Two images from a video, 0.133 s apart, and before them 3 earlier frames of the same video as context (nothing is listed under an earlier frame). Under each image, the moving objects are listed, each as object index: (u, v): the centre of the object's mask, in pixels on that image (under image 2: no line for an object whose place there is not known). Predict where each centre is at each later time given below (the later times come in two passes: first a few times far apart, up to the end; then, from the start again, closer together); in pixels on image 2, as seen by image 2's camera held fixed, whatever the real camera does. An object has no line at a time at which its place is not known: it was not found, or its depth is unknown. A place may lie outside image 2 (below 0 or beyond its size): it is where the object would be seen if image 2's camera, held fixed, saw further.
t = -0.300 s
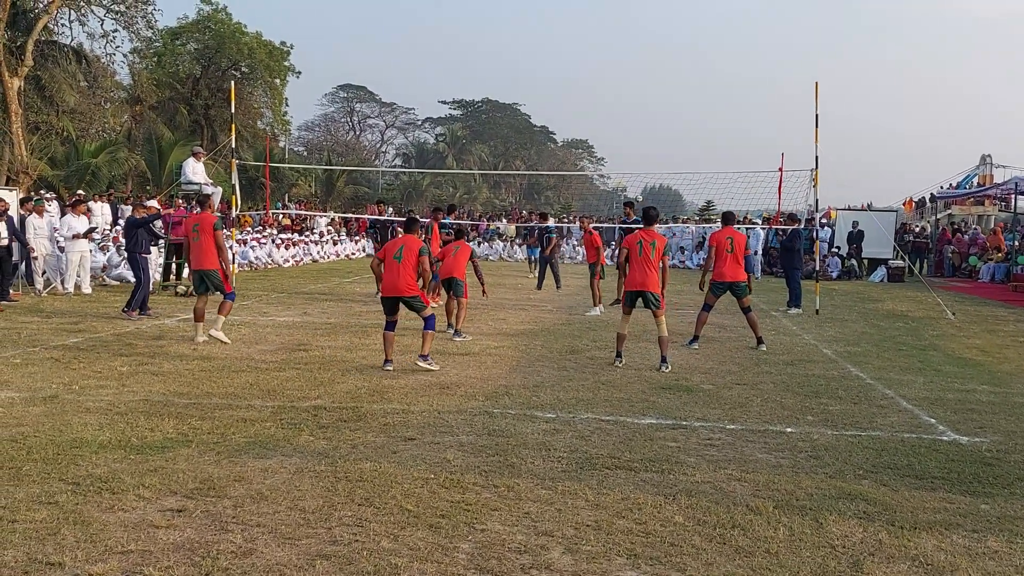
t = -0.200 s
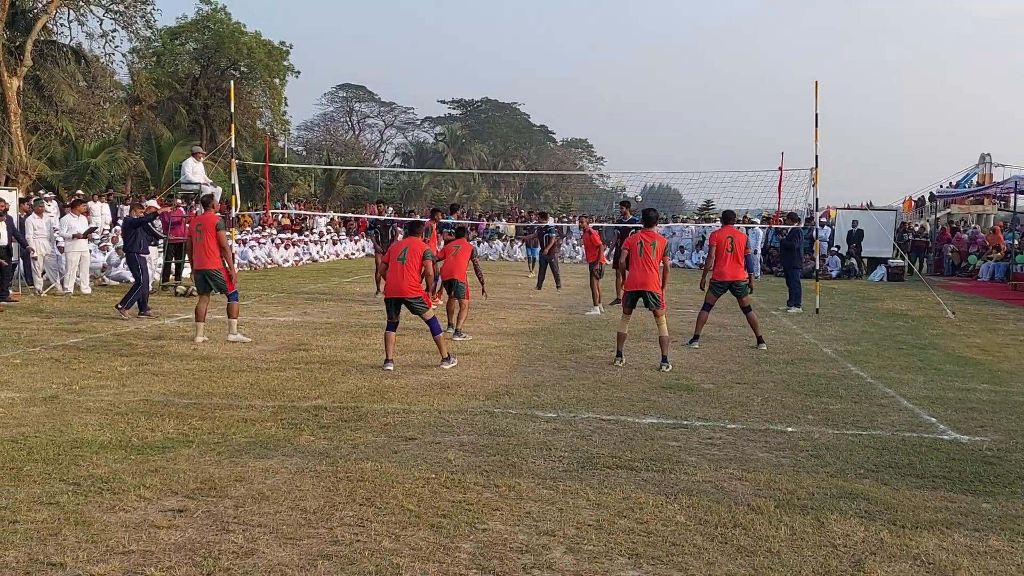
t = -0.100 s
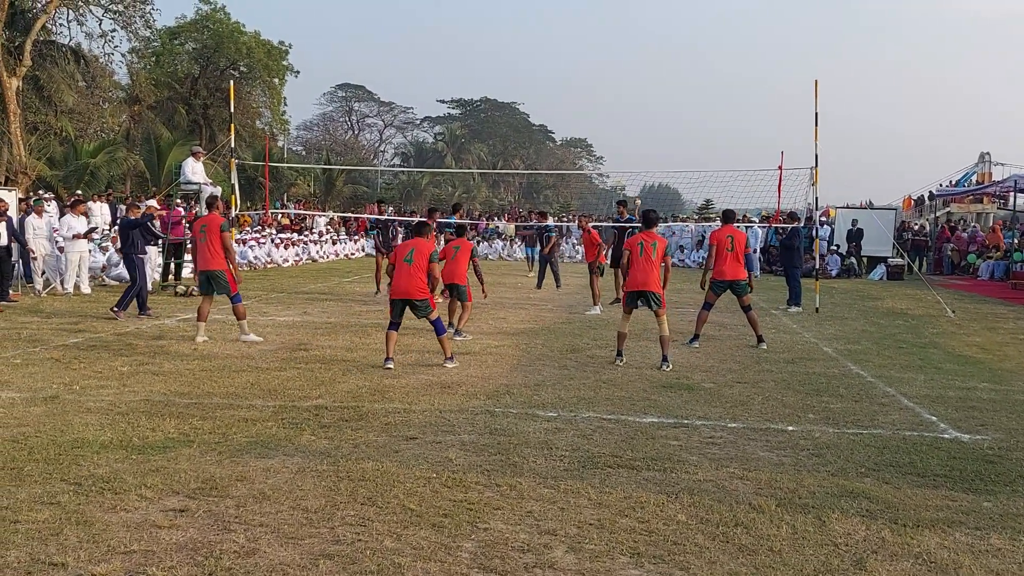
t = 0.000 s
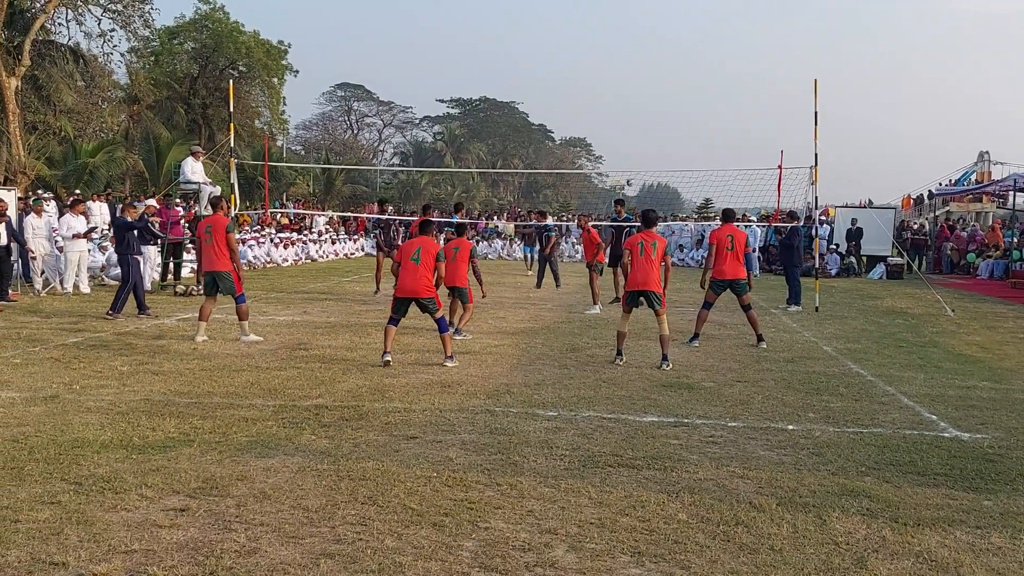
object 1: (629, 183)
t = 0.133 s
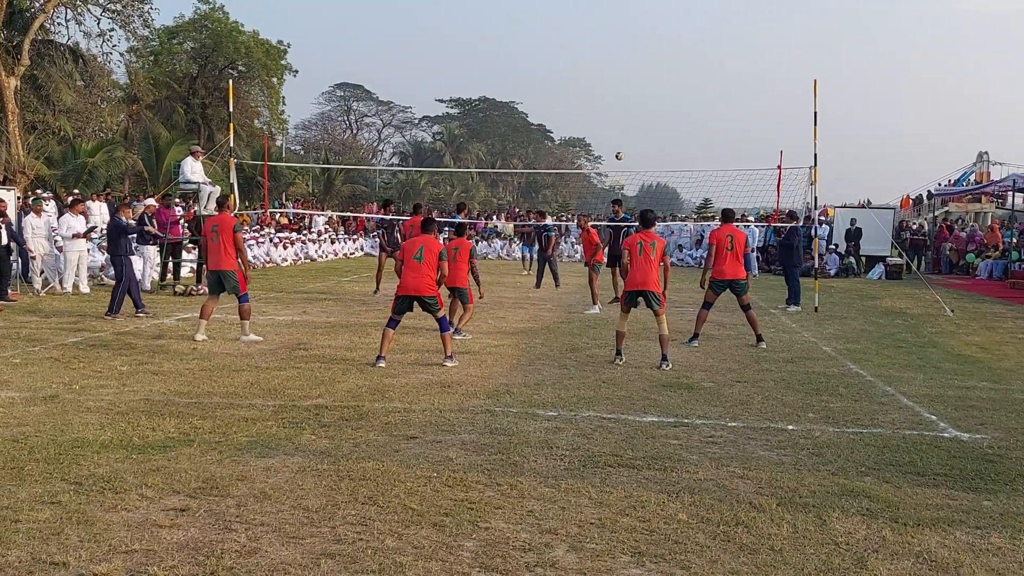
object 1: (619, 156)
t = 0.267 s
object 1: (607, 134)
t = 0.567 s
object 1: (575, 101)
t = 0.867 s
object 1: (530, 100)
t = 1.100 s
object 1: (479, 145)
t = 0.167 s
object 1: (616, 150)
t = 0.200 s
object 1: (614, 144)
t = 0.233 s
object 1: (611, 139)
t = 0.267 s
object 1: (607, 134)
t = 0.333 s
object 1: (601, 124)
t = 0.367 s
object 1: (597, 120)
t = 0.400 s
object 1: (594, 116)
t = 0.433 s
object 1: (591, 113)
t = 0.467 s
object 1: (587, 109)
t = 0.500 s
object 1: (583, 106)
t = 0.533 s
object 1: (579, 104)
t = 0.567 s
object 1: (575, 101)
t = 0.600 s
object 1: (571, 99)
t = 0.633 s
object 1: (566, 98)
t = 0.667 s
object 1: (562, 96)
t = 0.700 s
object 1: (557, 95)
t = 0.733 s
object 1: (552, 95)
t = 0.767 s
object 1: (547, 95)
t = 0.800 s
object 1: (542, 96)
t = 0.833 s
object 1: (536, 97)
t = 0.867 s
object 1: (530, 100)
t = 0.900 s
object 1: (524, 103)
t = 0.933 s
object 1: (518, 106)
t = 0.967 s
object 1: (511, 112)
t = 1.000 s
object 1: (504, 118)
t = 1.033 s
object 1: (496, 126)
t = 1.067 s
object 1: (488, 134)
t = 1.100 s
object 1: (479, 145)
